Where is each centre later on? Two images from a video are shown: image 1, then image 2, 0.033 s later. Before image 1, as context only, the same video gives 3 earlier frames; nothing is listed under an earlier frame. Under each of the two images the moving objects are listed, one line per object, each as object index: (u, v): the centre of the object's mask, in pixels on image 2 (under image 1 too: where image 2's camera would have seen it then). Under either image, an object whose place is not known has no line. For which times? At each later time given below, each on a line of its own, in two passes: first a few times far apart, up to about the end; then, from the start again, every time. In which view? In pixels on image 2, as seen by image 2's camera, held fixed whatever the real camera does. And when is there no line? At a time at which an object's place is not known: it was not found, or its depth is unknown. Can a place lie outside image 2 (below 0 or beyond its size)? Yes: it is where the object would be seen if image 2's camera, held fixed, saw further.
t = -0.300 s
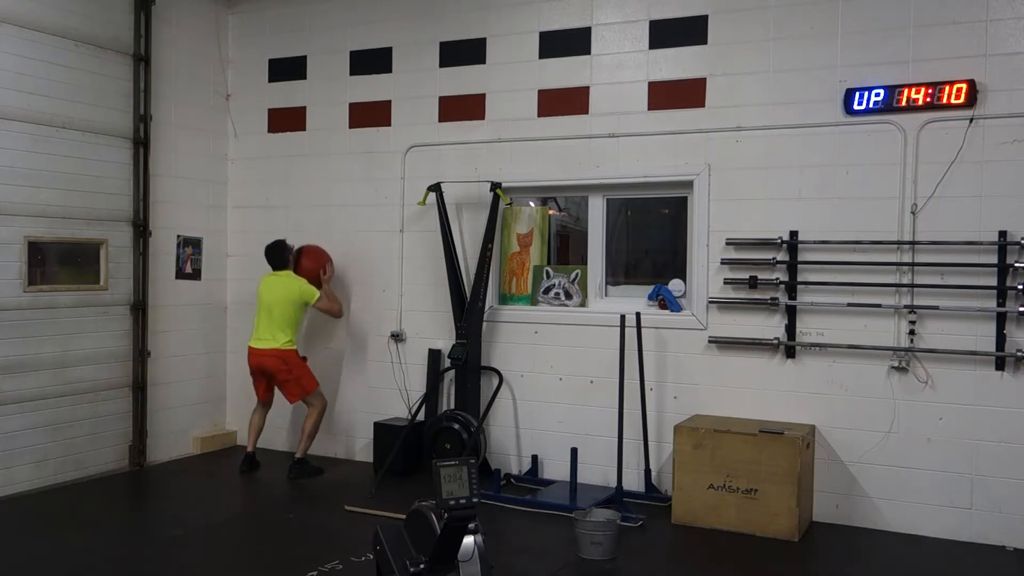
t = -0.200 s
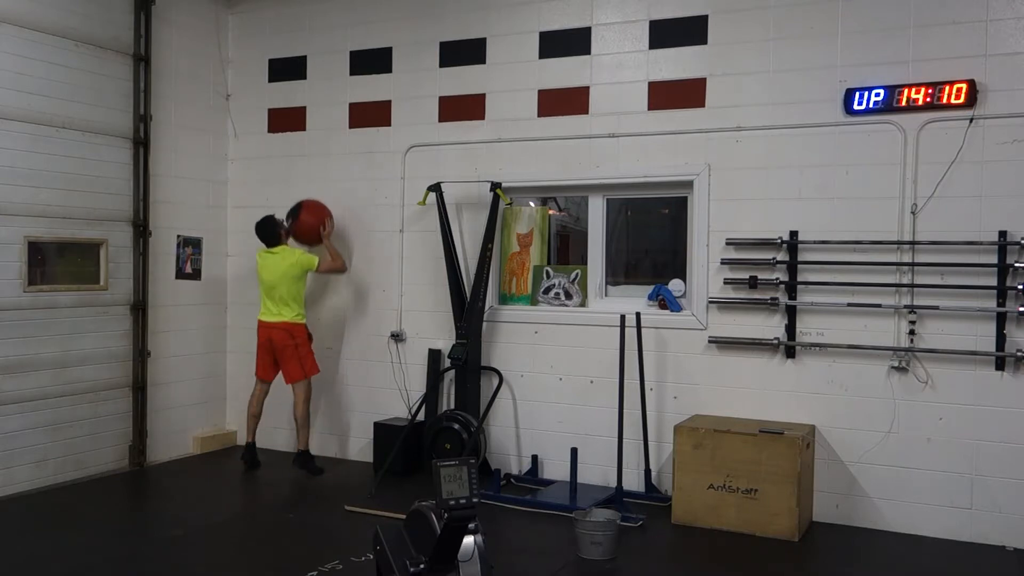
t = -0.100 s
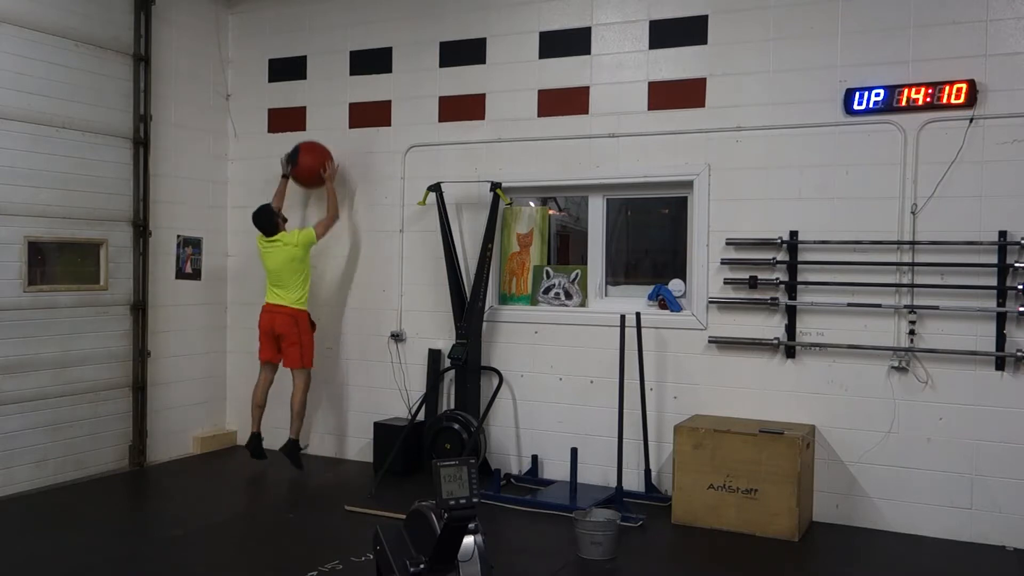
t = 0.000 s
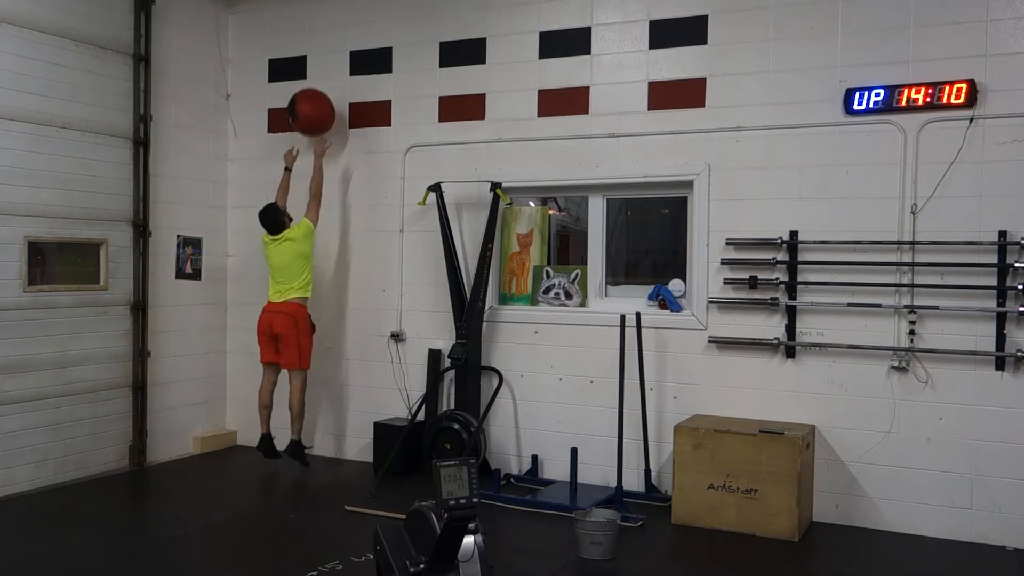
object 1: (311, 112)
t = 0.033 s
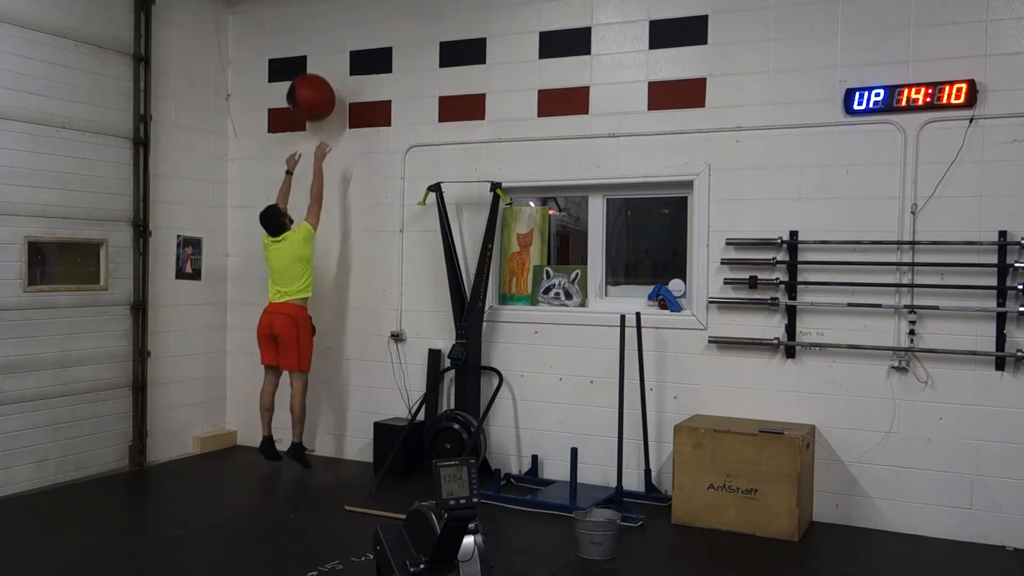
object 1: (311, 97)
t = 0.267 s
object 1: (312, 36)
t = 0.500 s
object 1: (311, 41)
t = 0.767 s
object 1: (300, 127)
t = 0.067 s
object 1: (311, 84)
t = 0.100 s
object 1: (312, 73)
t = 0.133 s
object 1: (312, 63)
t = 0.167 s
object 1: (312, 54)
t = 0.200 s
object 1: (312, 46)
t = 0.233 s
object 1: (312, 40)
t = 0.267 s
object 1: (312, 36)
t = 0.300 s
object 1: (312, 33)
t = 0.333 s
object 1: (313, 31)
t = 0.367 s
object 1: (313, 31)
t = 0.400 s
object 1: (313, 32)
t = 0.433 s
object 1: (313, 34)
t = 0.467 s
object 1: (312, 37)
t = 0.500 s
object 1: (311, 41)
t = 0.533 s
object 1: (310, 47)
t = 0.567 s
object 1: (309, 55)
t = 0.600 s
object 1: (307, 63)
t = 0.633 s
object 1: (306, 73)
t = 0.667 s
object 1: (305, 84)
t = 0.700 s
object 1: (303, 97)
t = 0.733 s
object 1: (302, 111)
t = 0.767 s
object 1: (300, 127)
